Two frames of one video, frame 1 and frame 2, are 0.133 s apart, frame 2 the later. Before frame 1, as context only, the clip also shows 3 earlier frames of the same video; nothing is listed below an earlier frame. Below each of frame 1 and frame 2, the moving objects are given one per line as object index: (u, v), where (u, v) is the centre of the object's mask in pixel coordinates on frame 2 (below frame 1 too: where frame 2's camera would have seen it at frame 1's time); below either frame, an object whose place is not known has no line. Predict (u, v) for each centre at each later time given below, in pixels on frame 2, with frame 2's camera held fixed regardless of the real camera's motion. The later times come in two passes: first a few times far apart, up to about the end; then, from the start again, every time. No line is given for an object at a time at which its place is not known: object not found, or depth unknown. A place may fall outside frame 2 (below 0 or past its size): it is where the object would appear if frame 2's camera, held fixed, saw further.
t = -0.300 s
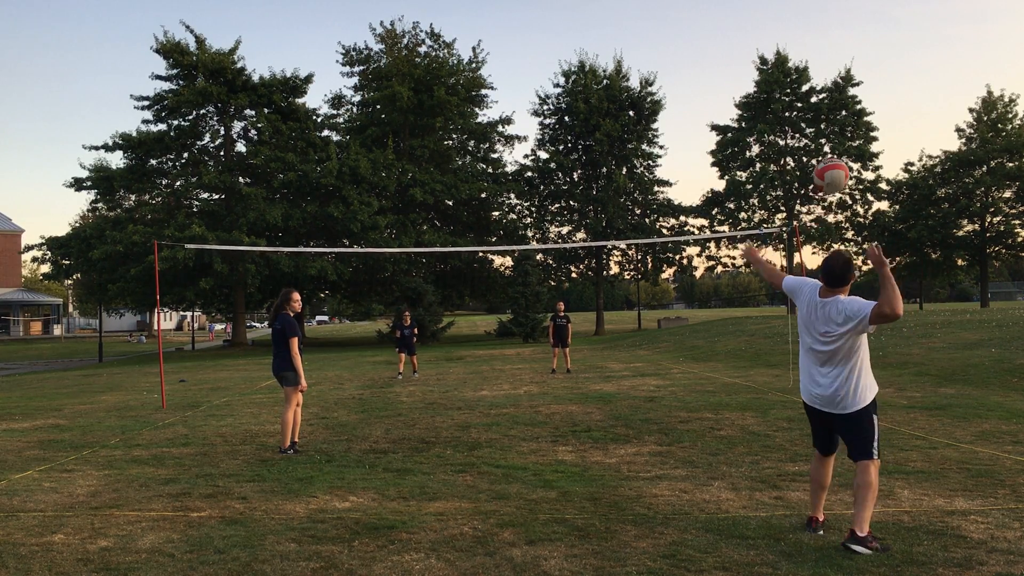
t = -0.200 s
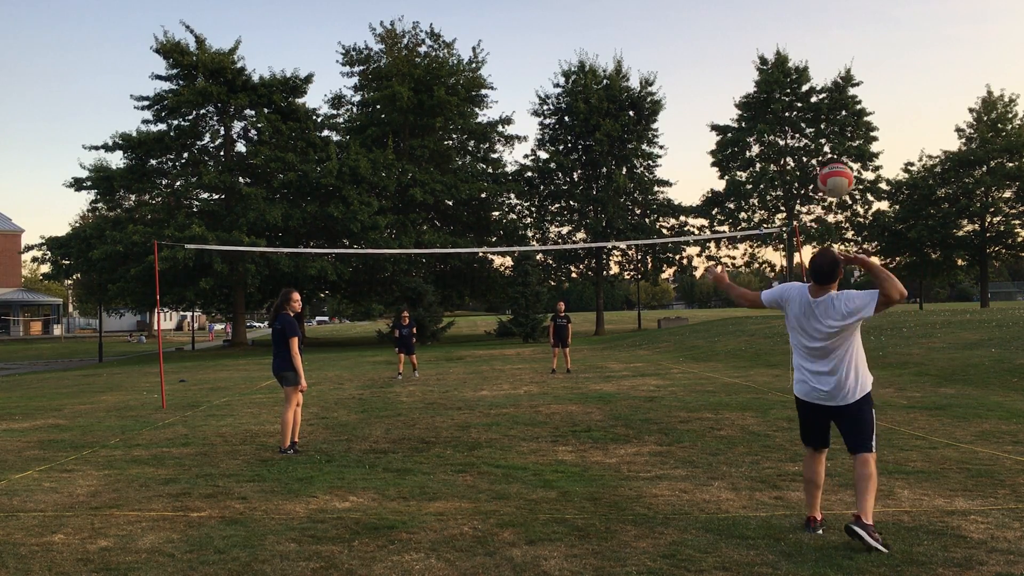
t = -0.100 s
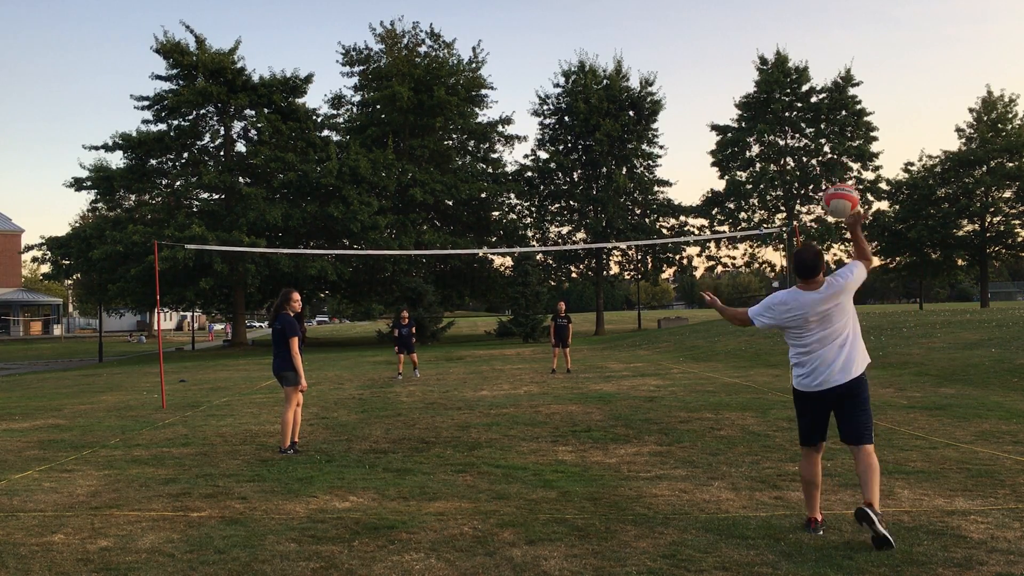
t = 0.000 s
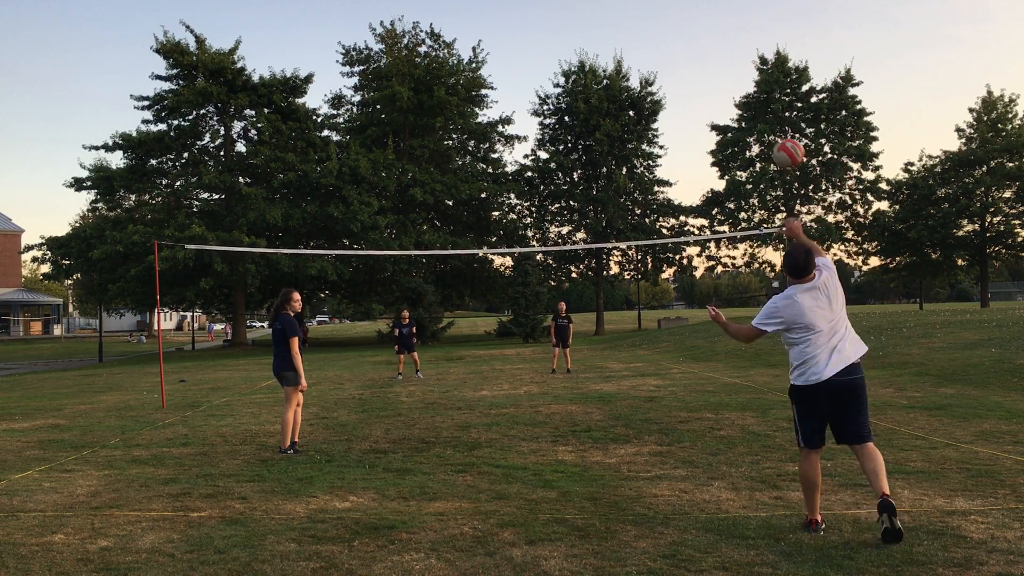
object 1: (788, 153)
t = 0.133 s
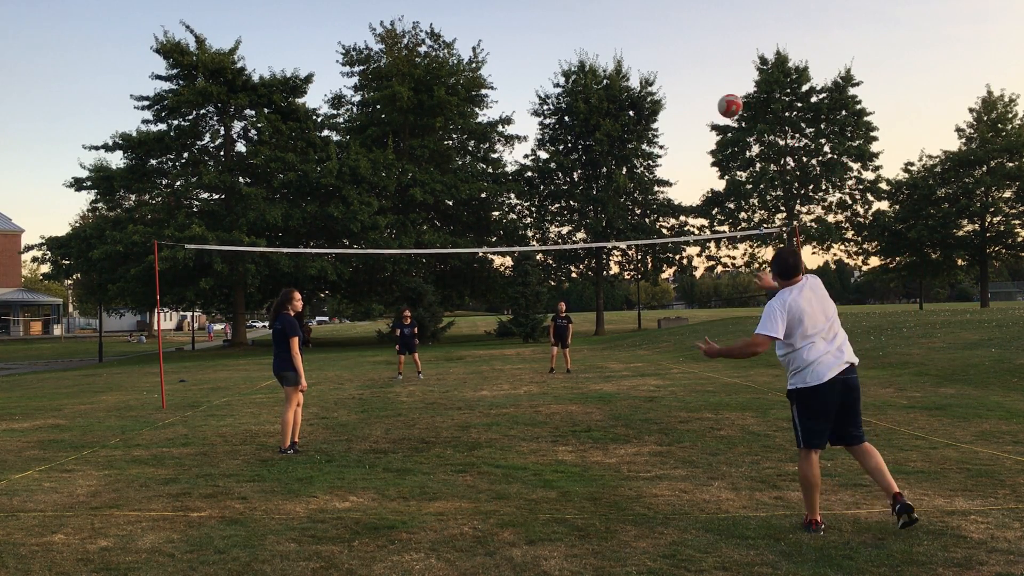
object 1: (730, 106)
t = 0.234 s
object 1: (698, 91)
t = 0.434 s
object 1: (650, 86)
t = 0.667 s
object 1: (615, 110)
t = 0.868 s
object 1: (594, 148)
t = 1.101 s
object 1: (573, 202)
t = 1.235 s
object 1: (562, 236)
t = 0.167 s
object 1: (718, 99)
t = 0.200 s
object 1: (708, 95)
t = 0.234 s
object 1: (698, 91)
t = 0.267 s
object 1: (689, 88)
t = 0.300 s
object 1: (680, 86)
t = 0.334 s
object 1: (672, 85)
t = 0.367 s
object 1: (664, 85)
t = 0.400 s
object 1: (657, 85)
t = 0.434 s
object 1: (650, 86)
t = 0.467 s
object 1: (644, 89)
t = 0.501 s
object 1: (639, 91)
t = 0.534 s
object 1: (633, 95)
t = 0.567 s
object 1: (628, 97)
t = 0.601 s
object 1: (623, 102)
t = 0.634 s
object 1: (618, 105)
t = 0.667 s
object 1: (615, 110)
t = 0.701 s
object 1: (611, 116)
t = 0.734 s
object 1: (608, 121)
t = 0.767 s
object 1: (604, 128)
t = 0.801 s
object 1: (601, 134)
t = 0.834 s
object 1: (598, 141)
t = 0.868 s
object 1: (594, 148)
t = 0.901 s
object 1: (590, 155)
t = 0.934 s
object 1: (587, 163)
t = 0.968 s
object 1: (584, 170)
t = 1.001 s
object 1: (581, 177)
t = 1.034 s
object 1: (578, 185)
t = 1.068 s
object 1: (576, 193)
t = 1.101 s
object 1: (573, 202)
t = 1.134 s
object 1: (570, 210)
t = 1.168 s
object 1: (567, 219)
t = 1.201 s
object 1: (565, 227)
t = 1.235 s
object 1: (562, 236)
